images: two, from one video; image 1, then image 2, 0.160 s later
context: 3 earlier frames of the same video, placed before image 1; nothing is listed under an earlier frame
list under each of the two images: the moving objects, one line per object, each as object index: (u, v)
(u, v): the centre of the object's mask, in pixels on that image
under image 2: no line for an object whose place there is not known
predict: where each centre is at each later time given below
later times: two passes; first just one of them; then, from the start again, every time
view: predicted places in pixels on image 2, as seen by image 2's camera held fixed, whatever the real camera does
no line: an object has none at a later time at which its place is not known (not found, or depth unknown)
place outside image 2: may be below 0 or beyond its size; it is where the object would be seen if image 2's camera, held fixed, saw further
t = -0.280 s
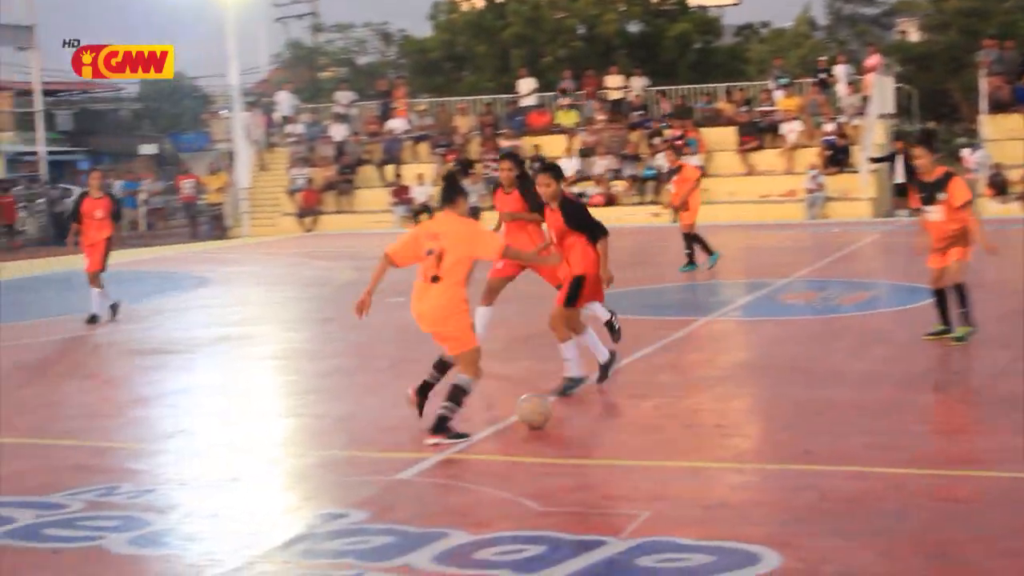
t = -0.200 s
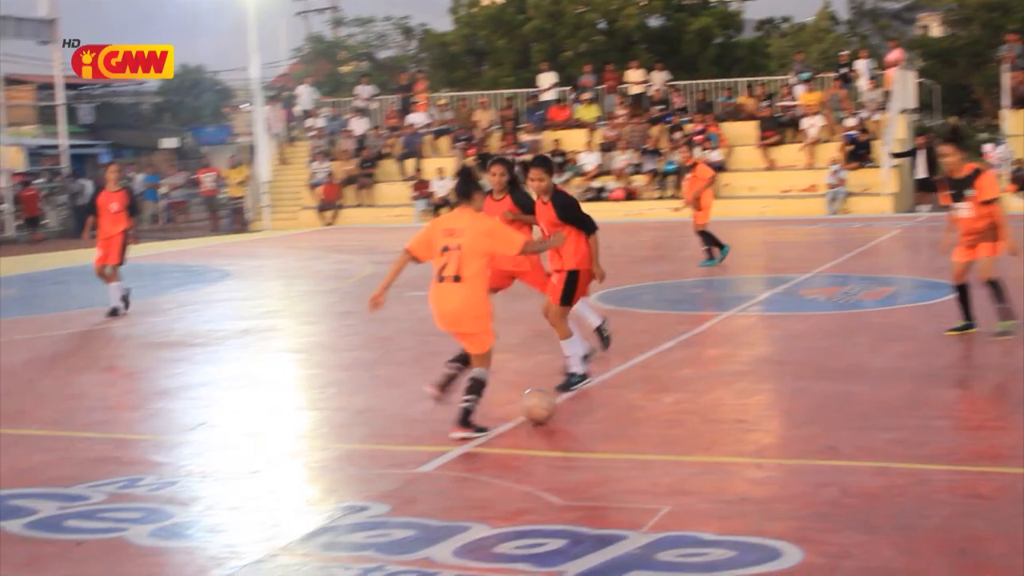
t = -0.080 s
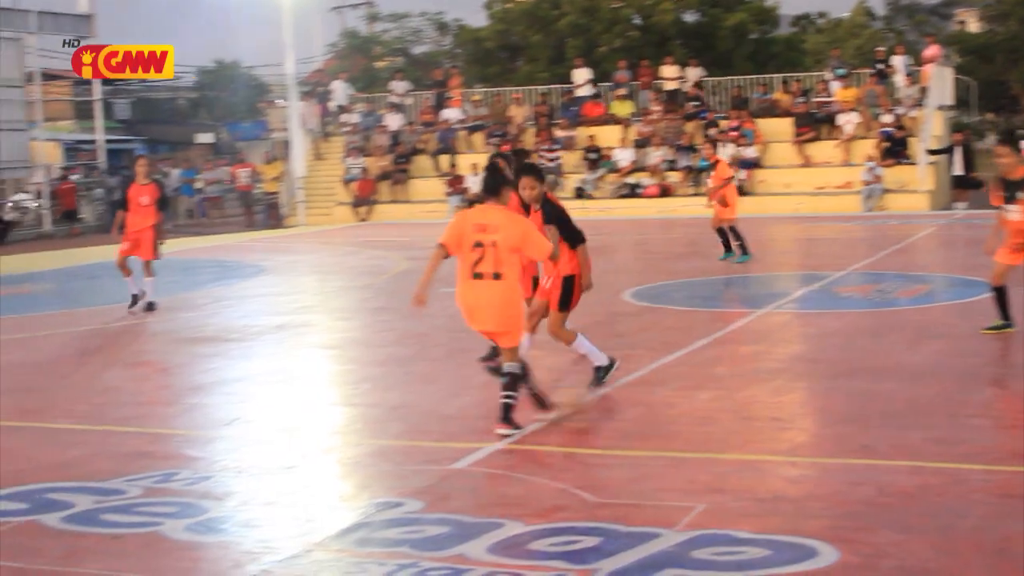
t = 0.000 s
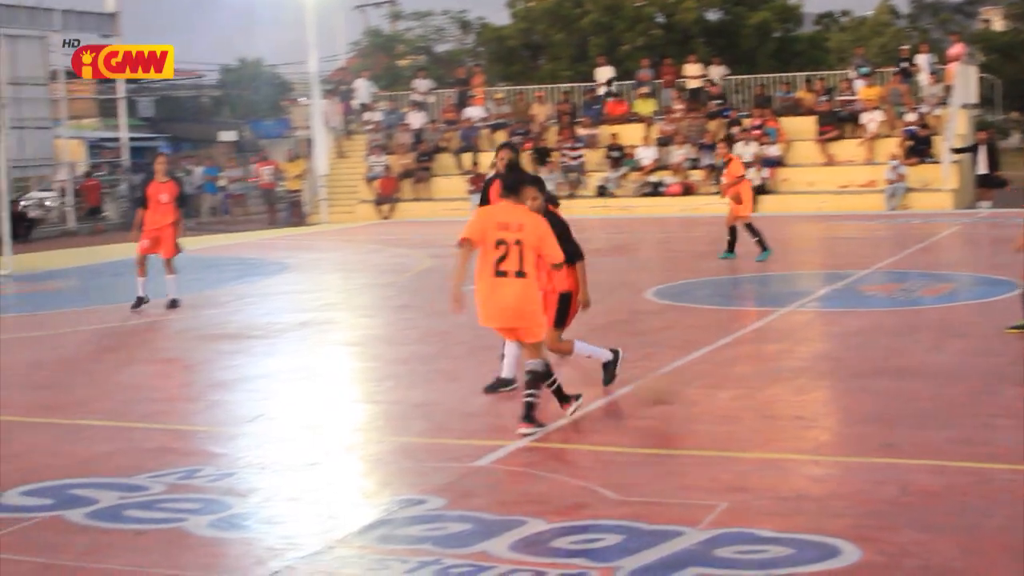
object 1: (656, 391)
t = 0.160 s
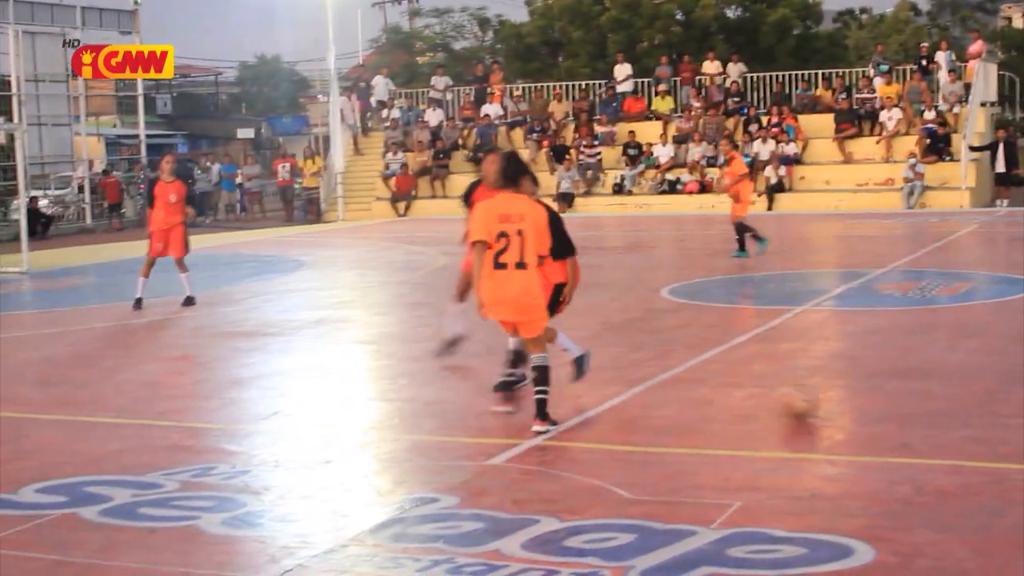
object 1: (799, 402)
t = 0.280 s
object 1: (875, 403)
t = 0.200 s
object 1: (824, 399)
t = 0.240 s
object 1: (847, 402)
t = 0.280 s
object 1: (875, 403)
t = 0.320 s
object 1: (898, 402)
